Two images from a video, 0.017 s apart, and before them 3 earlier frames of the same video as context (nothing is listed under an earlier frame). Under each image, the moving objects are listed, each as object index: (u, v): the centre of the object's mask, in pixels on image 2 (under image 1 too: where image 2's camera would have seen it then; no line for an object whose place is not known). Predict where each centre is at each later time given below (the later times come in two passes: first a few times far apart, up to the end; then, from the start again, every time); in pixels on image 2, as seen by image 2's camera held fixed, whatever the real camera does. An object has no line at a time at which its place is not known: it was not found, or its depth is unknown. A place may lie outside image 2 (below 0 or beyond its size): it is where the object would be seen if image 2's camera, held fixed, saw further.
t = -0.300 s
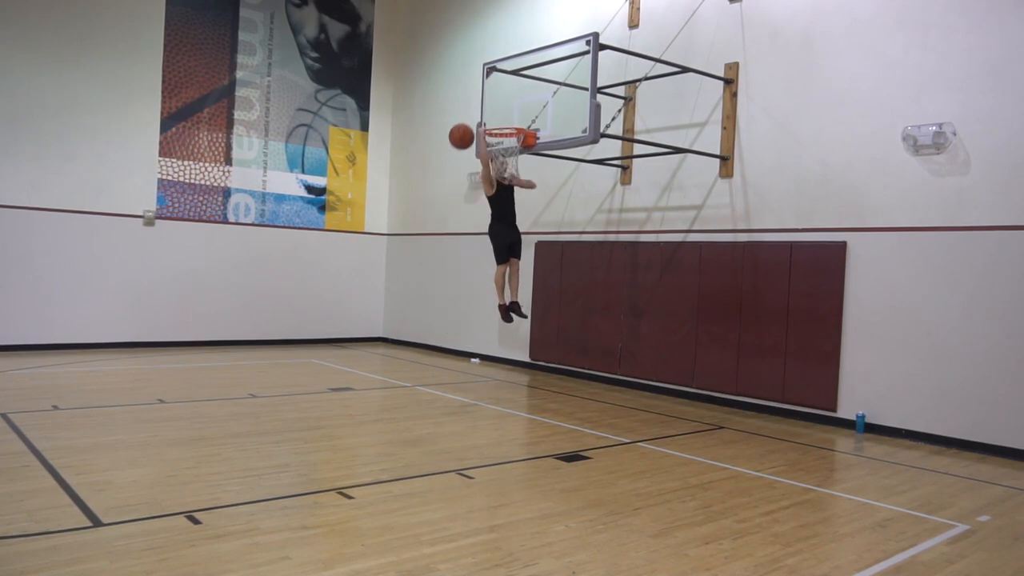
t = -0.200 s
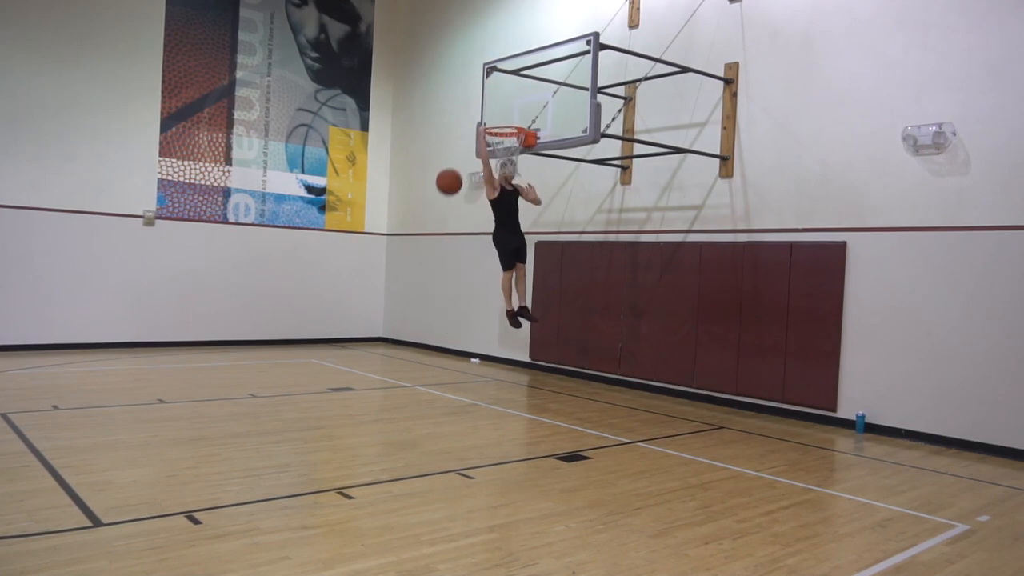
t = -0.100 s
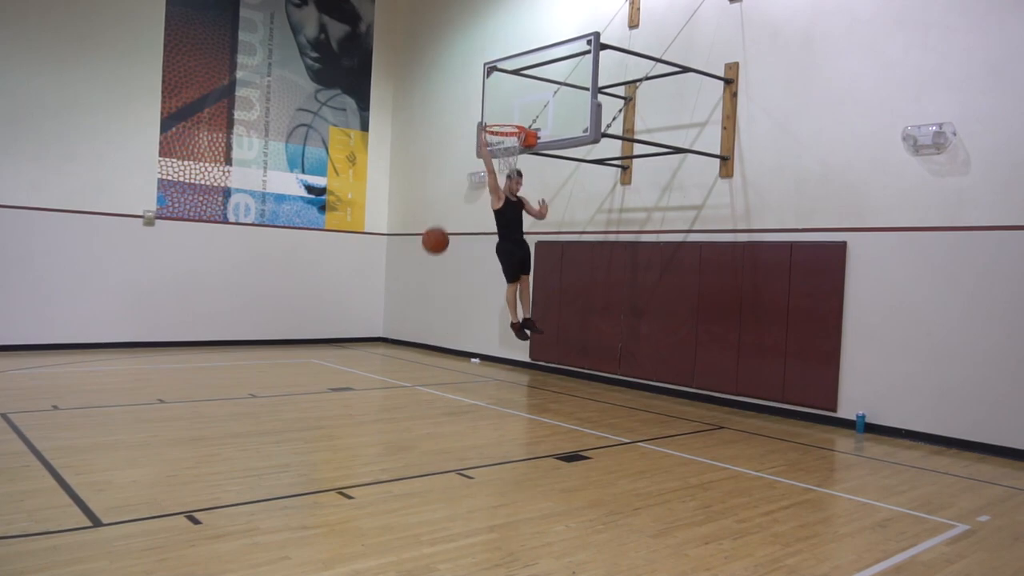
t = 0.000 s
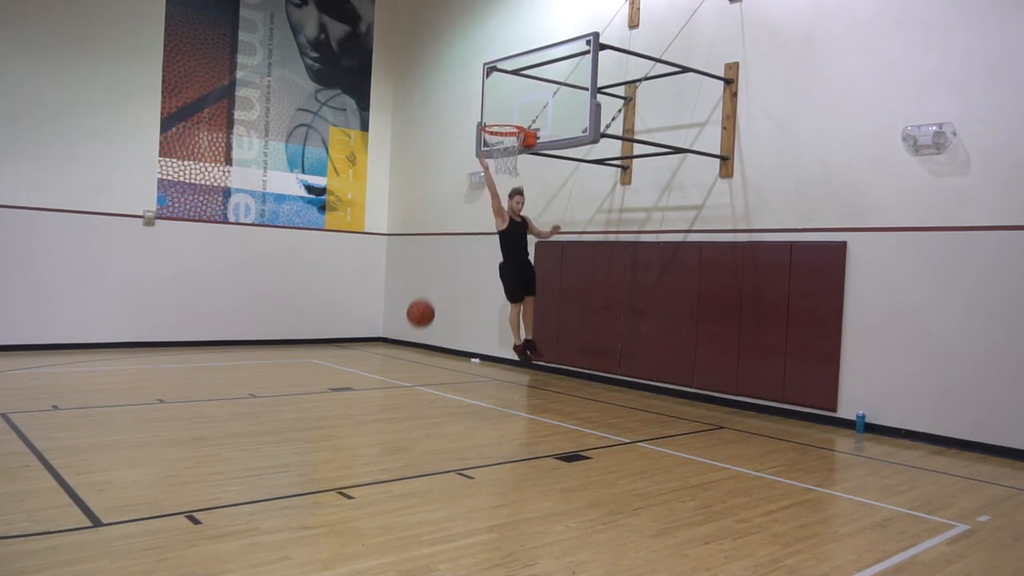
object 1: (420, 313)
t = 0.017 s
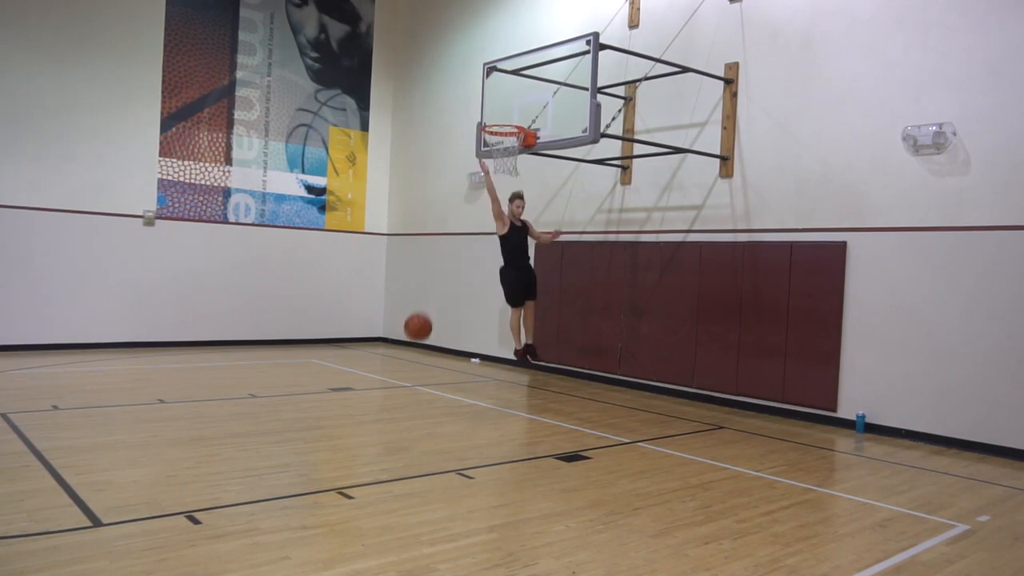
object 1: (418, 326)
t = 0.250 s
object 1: (402, 364)
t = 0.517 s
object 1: (411, 239)
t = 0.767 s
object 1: (416, 201)
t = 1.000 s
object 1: (418, 232)
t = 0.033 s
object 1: (415, 340)
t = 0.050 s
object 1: (412, 355)
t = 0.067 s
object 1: (410, 370)
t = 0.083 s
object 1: (407, 385)
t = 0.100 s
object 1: (404, 401)
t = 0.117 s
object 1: (401, 417)
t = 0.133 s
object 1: (398, 434)
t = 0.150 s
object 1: (398, 430)
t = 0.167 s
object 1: (399, 418)
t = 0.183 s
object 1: (399, 406)
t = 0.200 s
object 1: (400, 395)
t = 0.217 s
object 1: (401, 384)
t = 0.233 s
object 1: (401, 373)
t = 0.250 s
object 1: (402, 364)
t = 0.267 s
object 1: (403, 354)
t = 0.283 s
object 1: (403, 343)
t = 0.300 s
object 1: (404, 334)
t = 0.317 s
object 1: (404, 324)
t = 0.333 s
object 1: (405, 316)
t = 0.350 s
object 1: (406, 307)
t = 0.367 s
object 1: (406, 299)
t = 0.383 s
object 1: (407, 291)
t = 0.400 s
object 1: (407, 283)
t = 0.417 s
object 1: (408, 276)
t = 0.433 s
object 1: (408, 269)
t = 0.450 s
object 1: (409, 263)
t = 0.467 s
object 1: (409, 256)
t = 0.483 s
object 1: (410, 251)
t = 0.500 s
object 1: (410, 245)
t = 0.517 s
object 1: (411, 239)
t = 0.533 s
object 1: (411, 235)
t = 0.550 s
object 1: (412, 230)
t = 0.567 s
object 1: (412, 226)
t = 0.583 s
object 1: (412, 222)
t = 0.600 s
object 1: (413, 218)
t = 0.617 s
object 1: (413, 215)
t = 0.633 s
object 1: (414, 212)
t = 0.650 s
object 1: (414, 209)
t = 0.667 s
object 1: (414, 207)
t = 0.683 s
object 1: (415, 205)
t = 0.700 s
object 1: (415, 204)
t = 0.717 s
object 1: (415, 202)
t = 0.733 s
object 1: (415, 201)
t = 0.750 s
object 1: (416, 201)
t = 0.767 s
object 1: (416, 201)
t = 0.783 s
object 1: (416, 201)
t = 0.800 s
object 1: (416, 201)
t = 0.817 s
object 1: (416, 202)
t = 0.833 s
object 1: (417, 203)
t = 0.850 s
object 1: (417, 204)
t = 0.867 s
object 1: (417, 206)
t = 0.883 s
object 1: (417, 208)
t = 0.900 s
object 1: (417, 211)
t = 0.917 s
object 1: (417, 213)
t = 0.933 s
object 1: (417, 216)
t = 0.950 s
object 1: (418, 220)
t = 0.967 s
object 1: (418, 224)
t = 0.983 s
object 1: (418, 228)
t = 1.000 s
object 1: (418, 232)
